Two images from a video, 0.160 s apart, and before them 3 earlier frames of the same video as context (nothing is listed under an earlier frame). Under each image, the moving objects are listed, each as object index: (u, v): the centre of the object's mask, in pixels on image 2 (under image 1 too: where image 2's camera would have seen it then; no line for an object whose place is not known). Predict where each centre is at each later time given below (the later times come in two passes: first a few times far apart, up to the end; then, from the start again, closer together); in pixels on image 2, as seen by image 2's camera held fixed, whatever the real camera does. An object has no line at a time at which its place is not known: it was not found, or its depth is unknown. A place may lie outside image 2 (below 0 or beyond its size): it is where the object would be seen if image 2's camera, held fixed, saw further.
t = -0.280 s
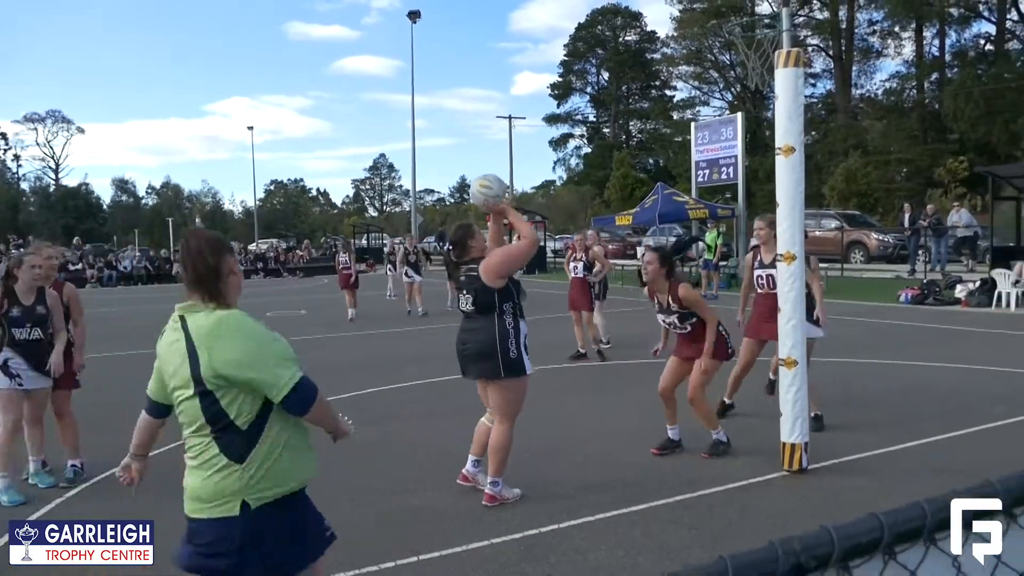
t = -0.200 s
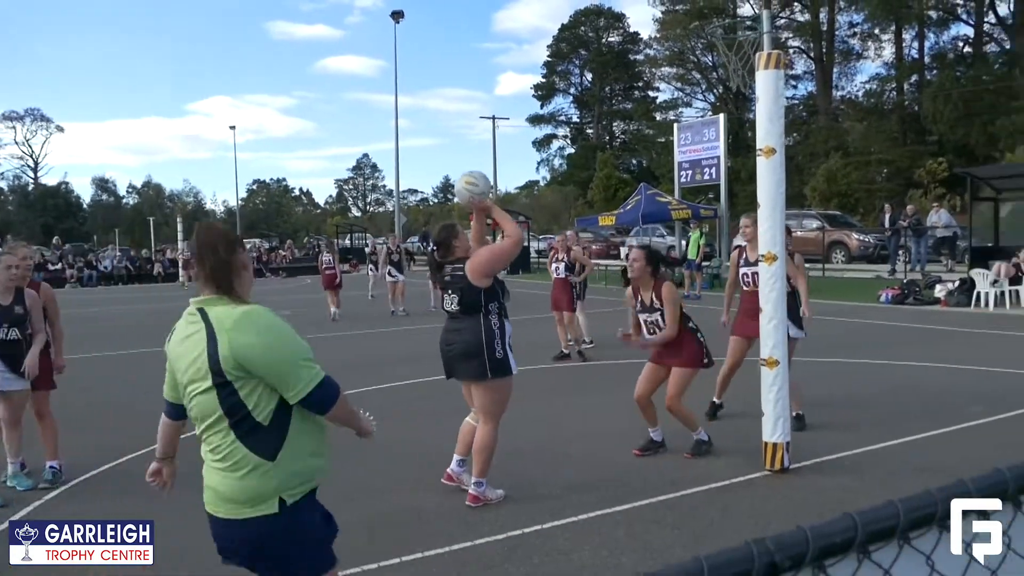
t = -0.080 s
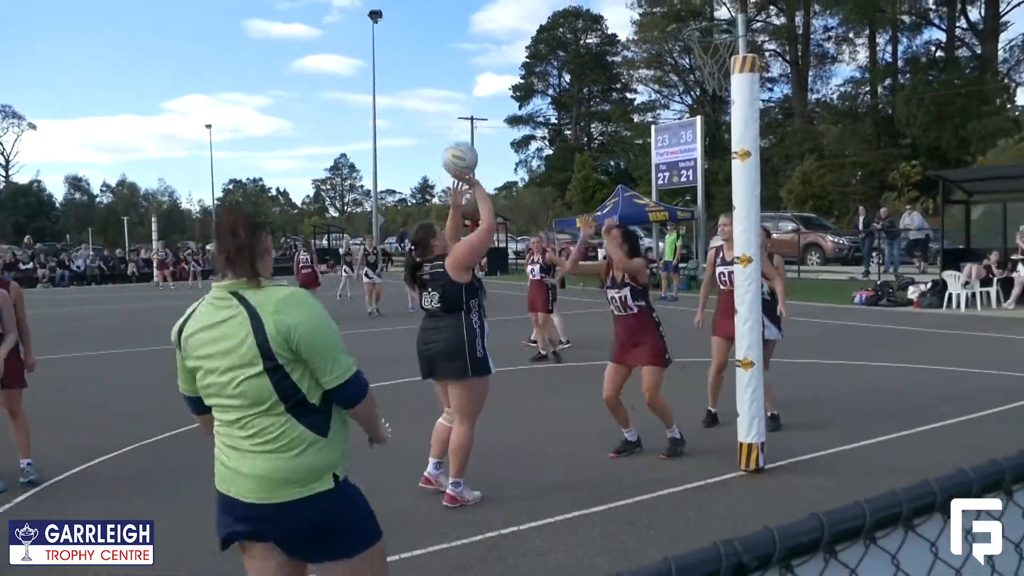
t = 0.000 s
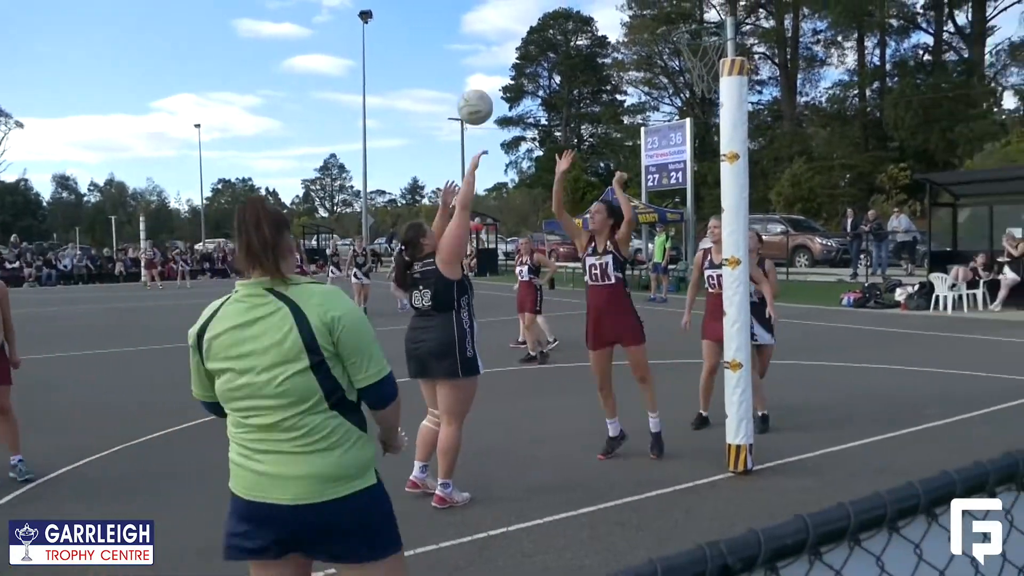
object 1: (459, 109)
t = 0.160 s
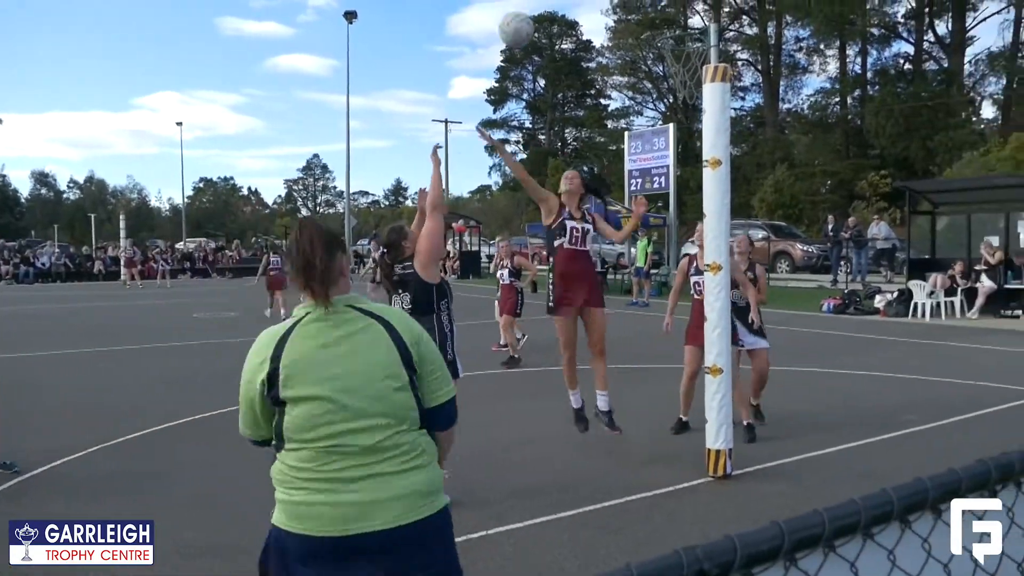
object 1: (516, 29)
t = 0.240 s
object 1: (543, 10)
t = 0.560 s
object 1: (646, 14)
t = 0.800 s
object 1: (682, 26)
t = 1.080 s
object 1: (689, 78)
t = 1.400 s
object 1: (691, 142)
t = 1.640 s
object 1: (691, 274)
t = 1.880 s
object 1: (688, 447)
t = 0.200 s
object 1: (530, 17)
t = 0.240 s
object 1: (543, 10)
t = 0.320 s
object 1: (569, 2)
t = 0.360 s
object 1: (582, 1)
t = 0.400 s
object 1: (595, 0)
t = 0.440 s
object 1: (608, 0)
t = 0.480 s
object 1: (621, 2)
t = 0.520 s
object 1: (633, 4)
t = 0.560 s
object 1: (646, 14)
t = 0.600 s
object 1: (658, 24)
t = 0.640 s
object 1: (663, 22)
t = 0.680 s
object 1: (668, 20)
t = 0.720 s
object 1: (673, 20)
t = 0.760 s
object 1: (677, 22)
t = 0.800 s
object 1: (682, 26)
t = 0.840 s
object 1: (688, 33)
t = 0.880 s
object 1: (690, 38)
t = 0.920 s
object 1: (689, 46)
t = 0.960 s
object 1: (689, 52)
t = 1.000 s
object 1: (690, 62)
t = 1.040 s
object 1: (689, 72)
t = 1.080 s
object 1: (689, 78)
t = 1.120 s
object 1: (689, 79)
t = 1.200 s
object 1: (690, 87)
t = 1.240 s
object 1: (691, 93)
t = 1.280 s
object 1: (691, 102)
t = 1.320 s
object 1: (692, 113)
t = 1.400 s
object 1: (691, 142)
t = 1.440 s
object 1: (691, 160)
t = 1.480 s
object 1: (692, 180)
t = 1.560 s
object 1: (692, 225)
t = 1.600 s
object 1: (692, 248)
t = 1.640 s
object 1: (691, 274)
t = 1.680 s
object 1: (691, 300)
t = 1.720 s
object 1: (690, 330)
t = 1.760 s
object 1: (690, 363)
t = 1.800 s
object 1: (689, 397)
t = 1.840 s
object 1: (688, 433)
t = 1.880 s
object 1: (688, 447)
